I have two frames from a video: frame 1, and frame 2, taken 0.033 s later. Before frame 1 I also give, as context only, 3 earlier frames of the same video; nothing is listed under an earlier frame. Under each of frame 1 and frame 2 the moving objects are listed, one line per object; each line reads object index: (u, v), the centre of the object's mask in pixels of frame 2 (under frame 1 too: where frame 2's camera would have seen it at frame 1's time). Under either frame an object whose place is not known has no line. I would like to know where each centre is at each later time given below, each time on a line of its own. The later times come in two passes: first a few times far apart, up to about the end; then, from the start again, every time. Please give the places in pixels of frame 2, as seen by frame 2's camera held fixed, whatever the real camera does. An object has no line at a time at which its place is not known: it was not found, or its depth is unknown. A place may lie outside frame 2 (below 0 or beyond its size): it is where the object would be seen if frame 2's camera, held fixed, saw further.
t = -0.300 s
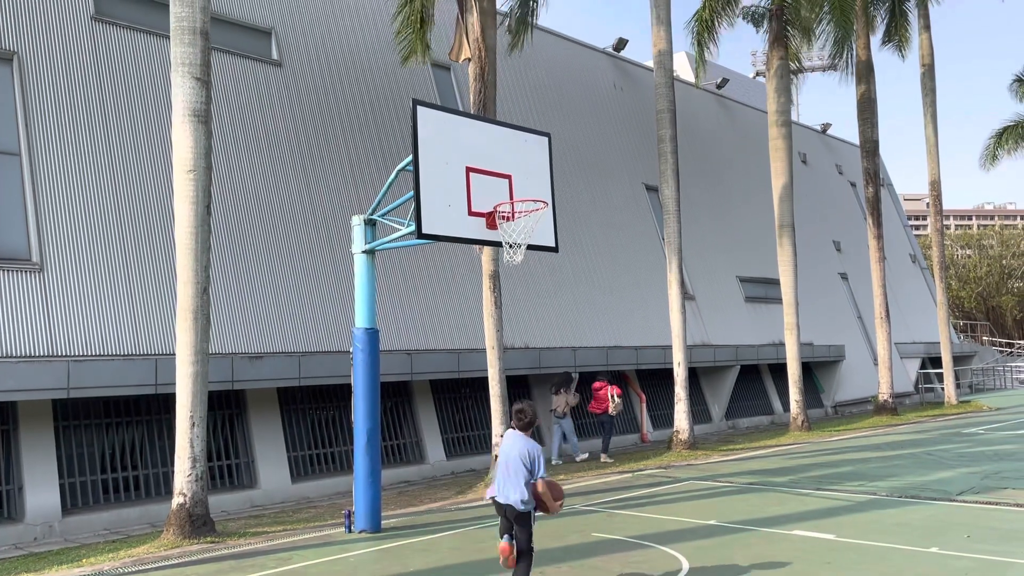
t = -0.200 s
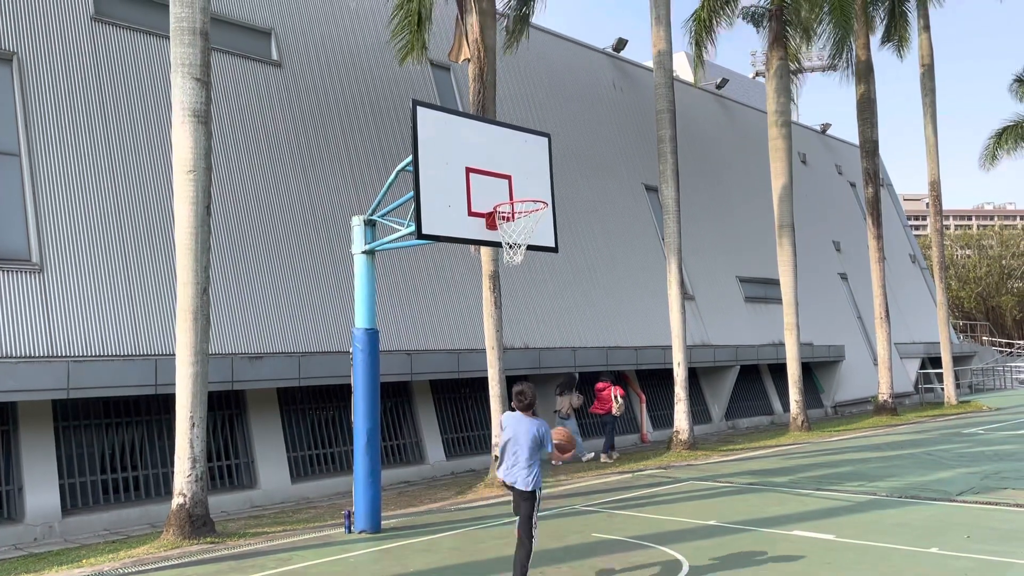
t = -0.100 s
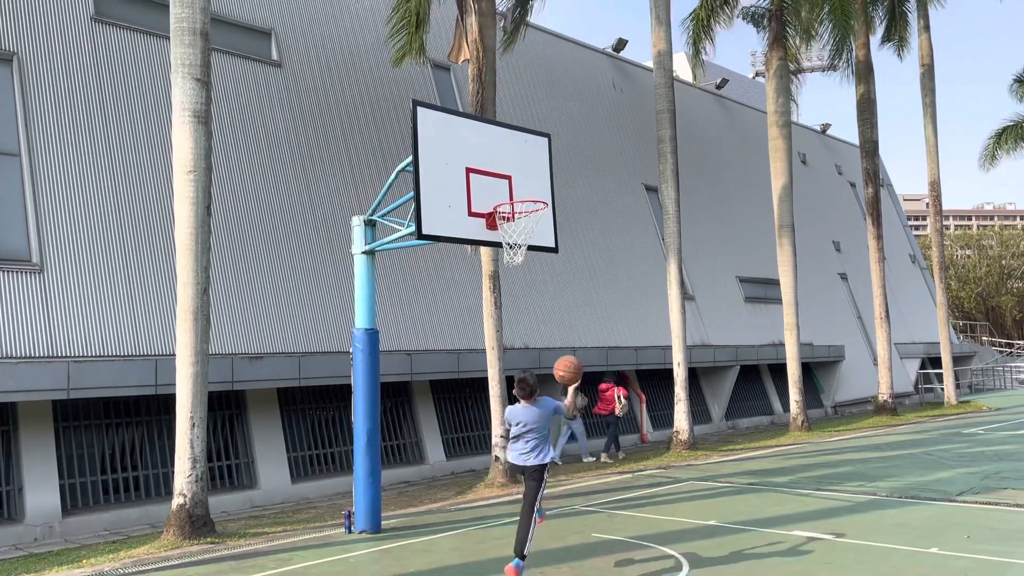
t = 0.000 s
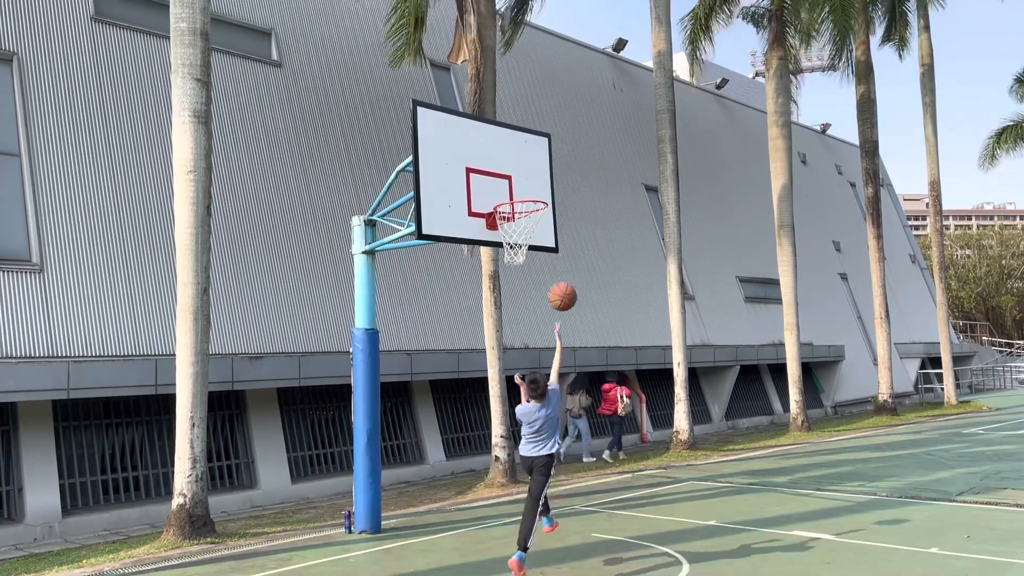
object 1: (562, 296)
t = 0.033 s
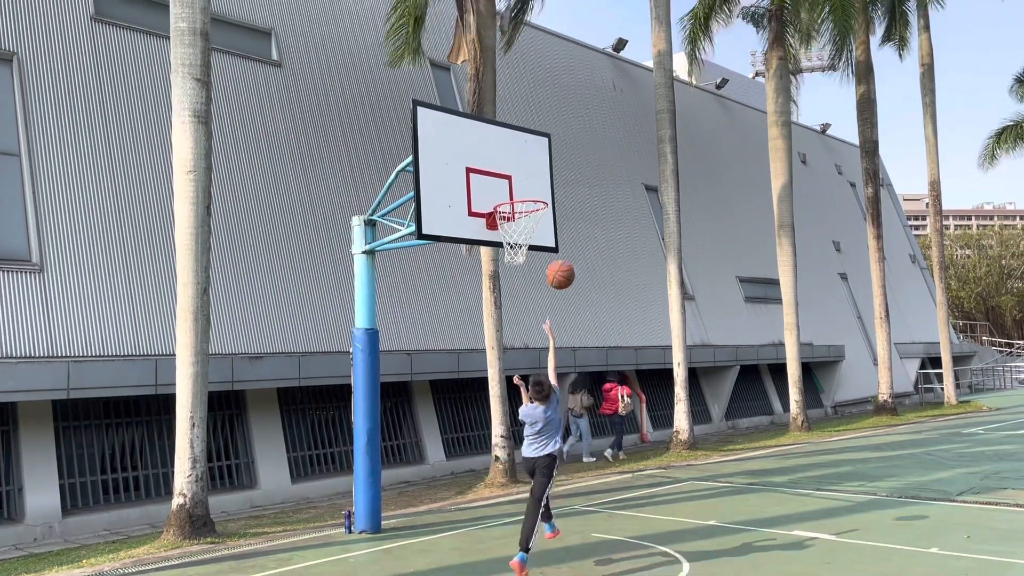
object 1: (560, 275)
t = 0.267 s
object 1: (546, 164)
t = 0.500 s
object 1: (535, 120)
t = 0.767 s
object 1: (525, 144)
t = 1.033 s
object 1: (516, 243)
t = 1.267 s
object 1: (513, 371)
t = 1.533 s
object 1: (510, 521)
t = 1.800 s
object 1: (514, 387)
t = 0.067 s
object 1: (558, 255)
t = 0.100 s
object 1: (556, 236)
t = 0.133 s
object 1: (554, 219)
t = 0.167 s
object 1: (551, 203)
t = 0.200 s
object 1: (550, 189)
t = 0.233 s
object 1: (548, 176)
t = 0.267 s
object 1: (546, 164)
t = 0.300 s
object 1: (544, 154)
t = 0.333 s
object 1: (543, 146)
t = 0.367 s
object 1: (541, 138)
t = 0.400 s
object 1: (539, 131)
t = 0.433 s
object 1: (538, 126)
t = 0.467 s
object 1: (537, 123)
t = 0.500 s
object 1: (535, 120)
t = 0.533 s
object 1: (534, 118)
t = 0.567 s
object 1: (533, 119)
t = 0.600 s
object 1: (531, 120)
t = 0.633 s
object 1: (530, 122)
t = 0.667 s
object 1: (529, 126)
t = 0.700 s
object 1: (528, 131)
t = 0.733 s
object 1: (526, 137)
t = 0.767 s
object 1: (525, 144)
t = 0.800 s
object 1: (524, 153)
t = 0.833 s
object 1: (523, 162)
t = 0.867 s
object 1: (522, 173)
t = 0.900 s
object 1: (520, 185)
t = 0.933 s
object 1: (519, 198)
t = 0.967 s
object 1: (518, 212)
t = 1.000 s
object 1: (517, 227)
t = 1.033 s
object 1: (516, 243)
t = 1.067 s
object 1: (515, 258)
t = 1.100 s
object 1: (515, 275)
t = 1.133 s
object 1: (515, 291)
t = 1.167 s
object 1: (514, 309)
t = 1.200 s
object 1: (513, 329)
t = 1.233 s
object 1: (513, 349)
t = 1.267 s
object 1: (513, 371)
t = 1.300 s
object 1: (512, 394)
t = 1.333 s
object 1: (511, 419)
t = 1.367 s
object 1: (511, 445)
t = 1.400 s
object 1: (510, 472)
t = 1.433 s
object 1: (510, 502)
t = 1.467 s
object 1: (509, 532)
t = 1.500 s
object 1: (509, 544)
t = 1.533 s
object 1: (510, 521)
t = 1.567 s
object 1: (510, 500)
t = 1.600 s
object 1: (510, 480)
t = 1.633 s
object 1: (511, 460)
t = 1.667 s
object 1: (511, 443)
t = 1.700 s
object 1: (512, 427)
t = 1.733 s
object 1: (512, 412)
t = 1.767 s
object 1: (513, 399)
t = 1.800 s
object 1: (514, 387)
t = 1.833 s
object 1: (514, 376)
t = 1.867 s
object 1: (514, 367)
